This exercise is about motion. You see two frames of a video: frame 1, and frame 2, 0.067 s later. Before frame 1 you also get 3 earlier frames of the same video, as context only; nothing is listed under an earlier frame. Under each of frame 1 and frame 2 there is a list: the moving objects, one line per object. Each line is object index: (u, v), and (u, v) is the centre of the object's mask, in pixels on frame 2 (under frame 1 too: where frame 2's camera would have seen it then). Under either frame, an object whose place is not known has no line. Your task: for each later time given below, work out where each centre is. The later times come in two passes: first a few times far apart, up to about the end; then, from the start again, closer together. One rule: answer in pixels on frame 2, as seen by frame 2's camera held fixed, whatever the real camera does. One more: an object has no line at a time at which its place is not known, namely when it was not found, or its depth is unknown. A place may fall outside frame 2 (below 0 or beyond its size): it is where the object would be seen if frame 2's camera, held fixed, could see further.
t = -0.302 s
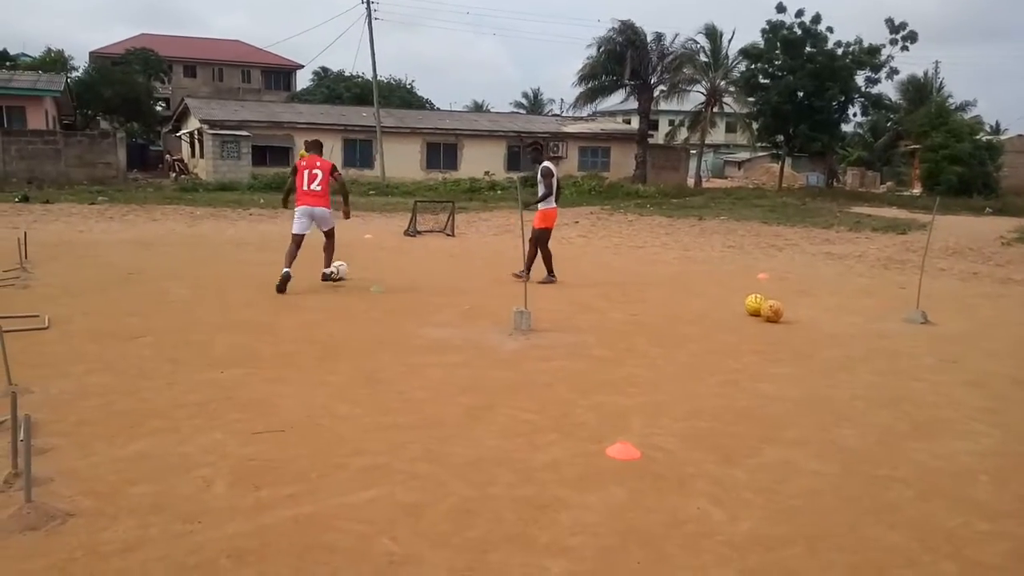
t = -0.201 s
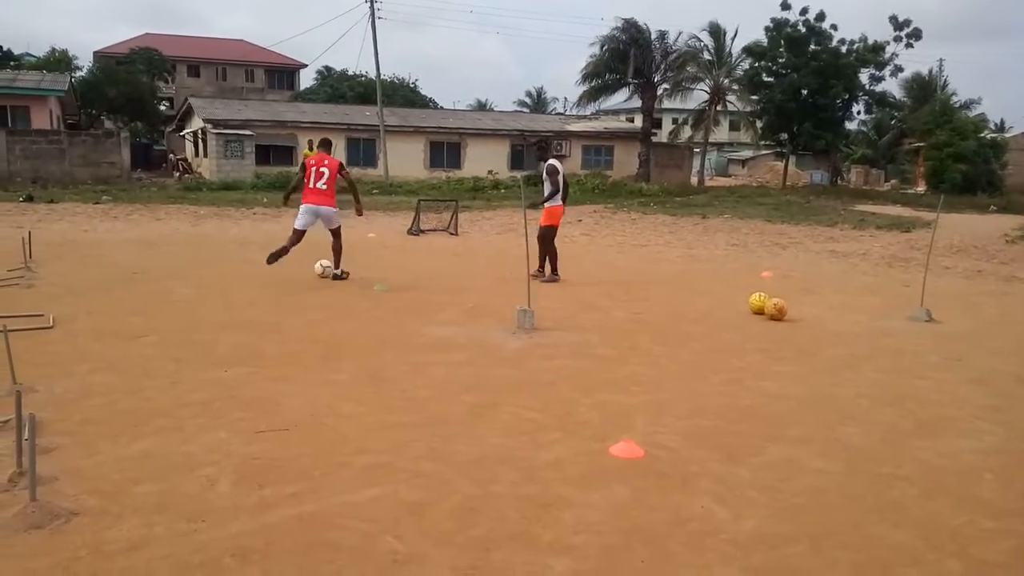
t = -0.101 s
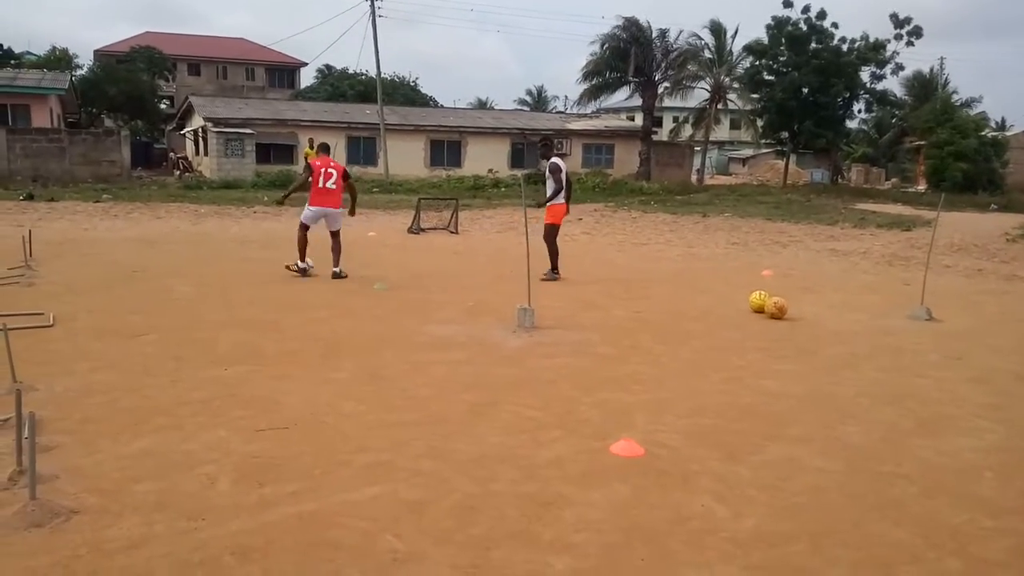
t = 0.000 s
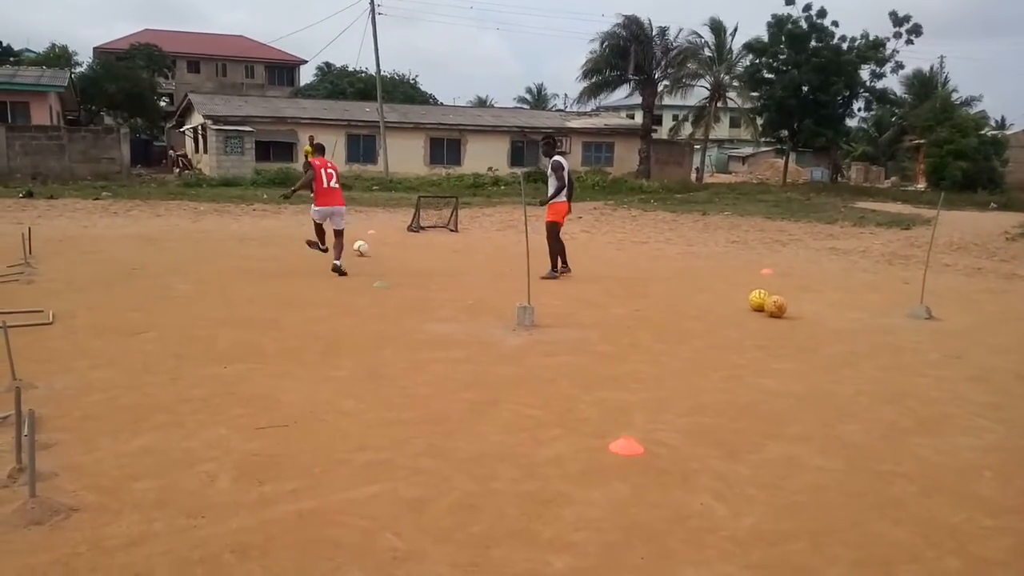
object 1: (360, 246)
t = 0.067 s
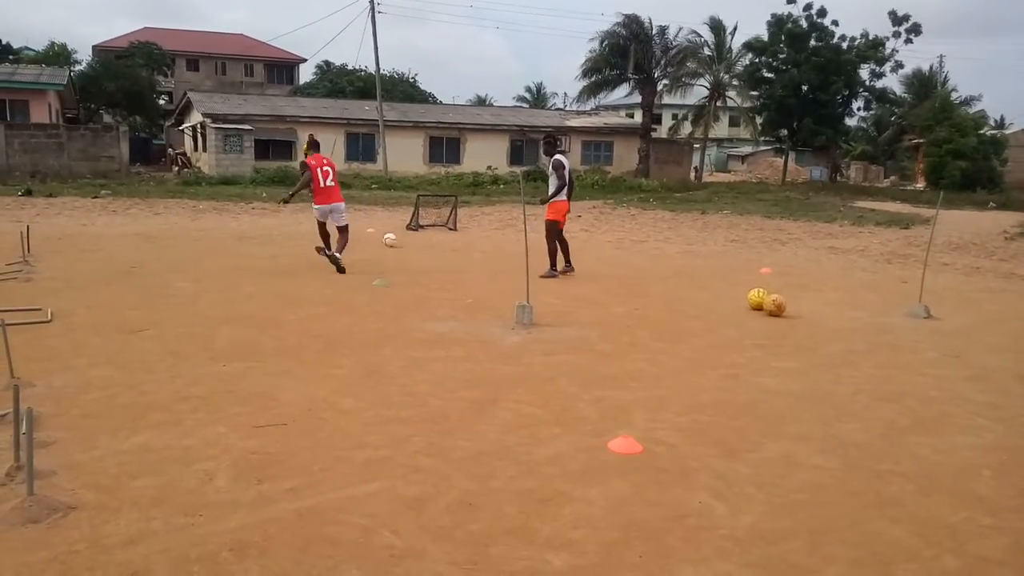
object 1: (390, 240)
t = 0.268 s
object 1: (450, 219)
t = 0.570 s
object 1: (445, 220)
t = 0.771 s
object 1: (435, 224)
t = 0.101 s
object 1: (403, 236)
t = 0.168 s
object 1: (425, 231)
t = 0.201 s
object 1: (434, 227)
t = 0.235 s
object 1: (442, 223)
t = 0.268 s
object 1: (450, 219)
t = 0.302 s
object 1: (452, 221)
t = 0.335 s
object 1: (452, 218)
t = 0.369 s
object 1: (451, 216)
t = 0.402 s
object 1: (451, 219)
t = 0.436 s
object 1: (450, 221)
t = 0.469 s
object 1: (449, 220)
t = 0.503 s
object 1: (448, 219)
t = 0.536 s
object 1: (446, 219)
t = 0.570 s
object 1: (445, 220)
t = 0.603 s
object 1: (443, 221)
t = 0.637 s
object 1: (441, 222)
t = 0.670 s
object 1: (439, 225)
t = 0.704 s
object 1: (438, 224)
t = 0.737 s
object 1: (437, 224)
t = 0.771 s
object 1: (435, 224)
